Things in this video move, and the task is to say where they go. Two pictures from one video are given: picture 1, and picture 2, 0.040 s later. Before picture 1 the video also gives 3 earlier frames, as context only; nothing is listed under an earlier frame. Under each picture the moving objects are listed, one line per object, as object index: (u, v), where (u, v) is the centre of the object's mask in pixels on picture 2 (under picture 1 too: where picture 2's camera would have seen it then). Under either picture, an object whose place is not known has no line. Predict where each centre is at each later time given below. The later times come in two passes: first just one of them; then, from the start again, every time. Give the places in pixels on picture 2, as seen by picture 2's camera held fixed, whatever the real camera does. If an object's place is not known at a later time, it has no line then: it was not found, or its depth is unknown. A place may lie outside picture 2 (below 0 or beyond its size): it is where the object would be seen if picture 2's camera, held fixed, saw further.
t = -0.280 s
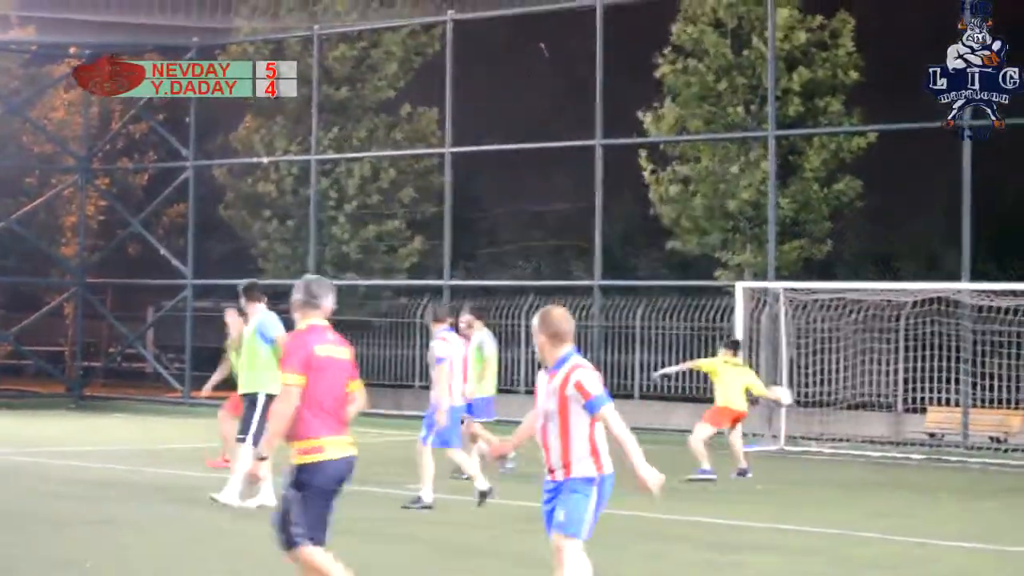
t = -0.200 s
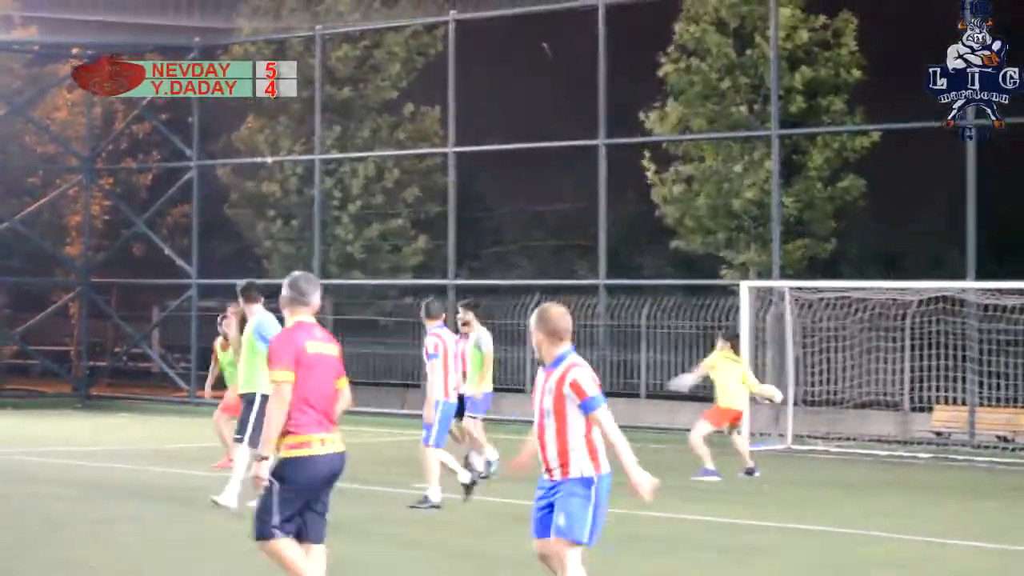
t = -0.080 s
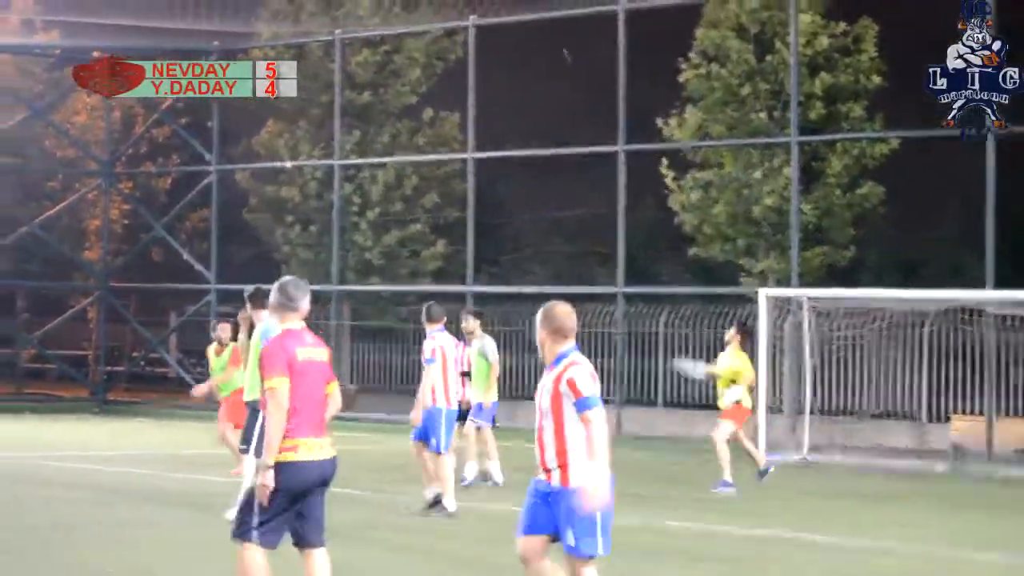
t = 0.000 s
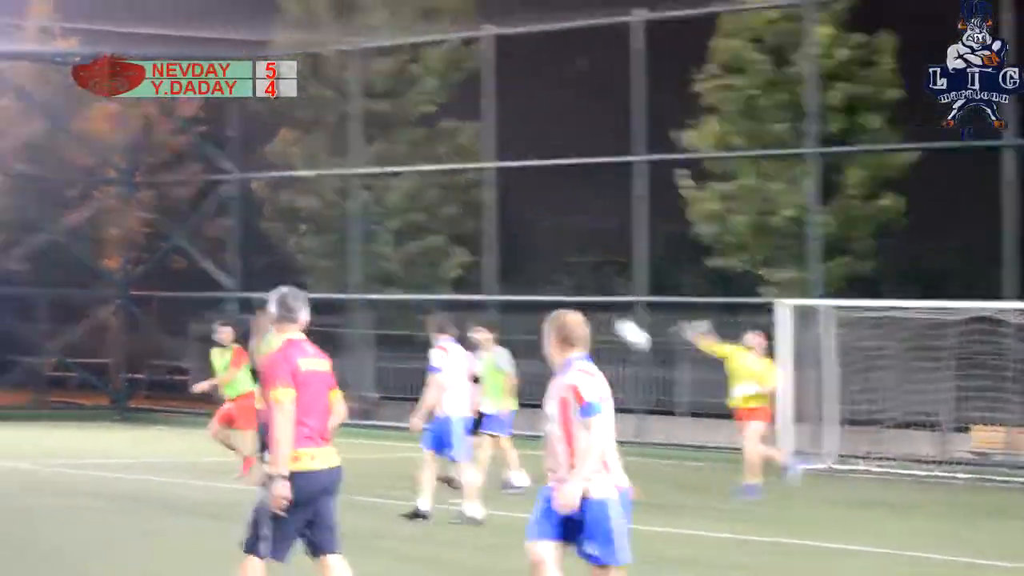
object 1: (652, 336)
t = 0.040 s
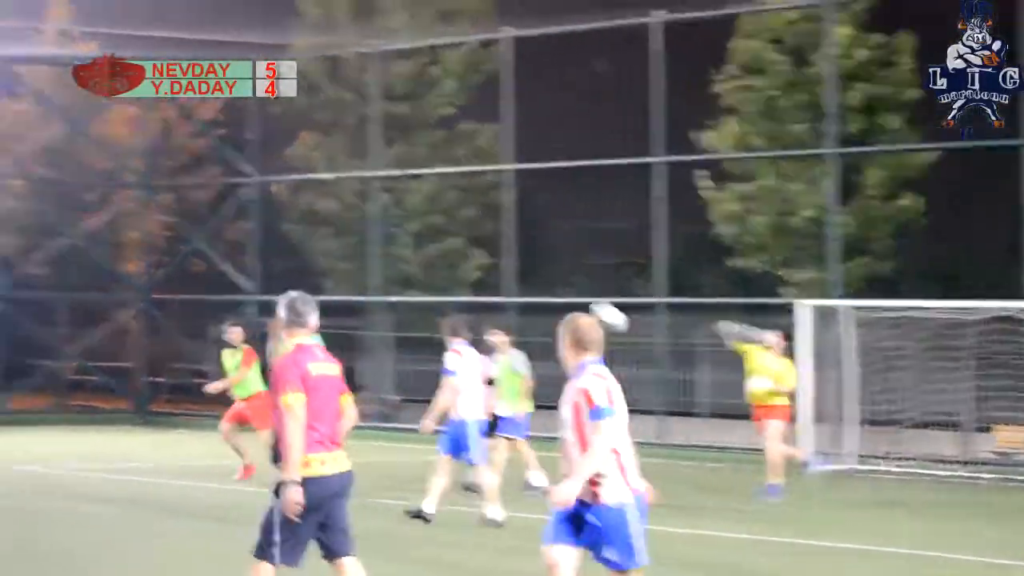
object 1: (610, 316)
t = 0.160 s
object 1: (470, 264)
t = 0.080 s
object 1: (564, 297)
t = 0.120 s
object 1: (517, 280)
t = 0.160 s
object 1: (470, 264)
